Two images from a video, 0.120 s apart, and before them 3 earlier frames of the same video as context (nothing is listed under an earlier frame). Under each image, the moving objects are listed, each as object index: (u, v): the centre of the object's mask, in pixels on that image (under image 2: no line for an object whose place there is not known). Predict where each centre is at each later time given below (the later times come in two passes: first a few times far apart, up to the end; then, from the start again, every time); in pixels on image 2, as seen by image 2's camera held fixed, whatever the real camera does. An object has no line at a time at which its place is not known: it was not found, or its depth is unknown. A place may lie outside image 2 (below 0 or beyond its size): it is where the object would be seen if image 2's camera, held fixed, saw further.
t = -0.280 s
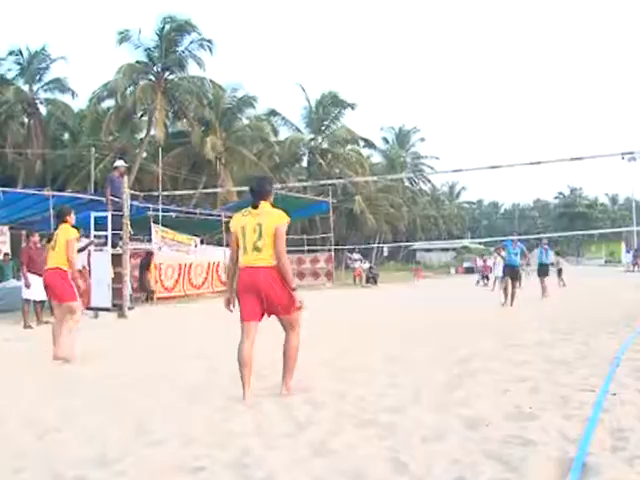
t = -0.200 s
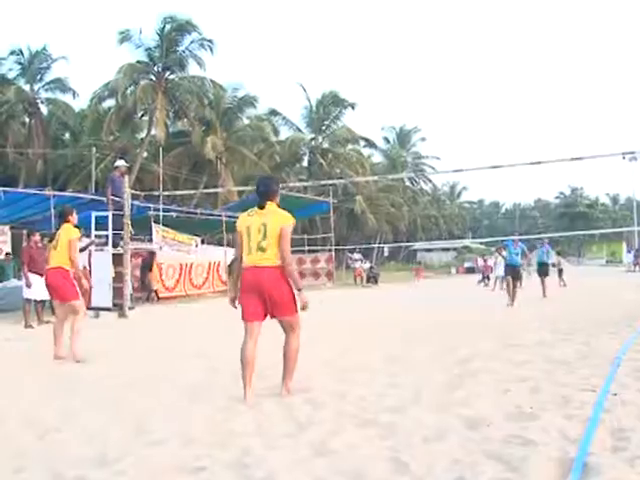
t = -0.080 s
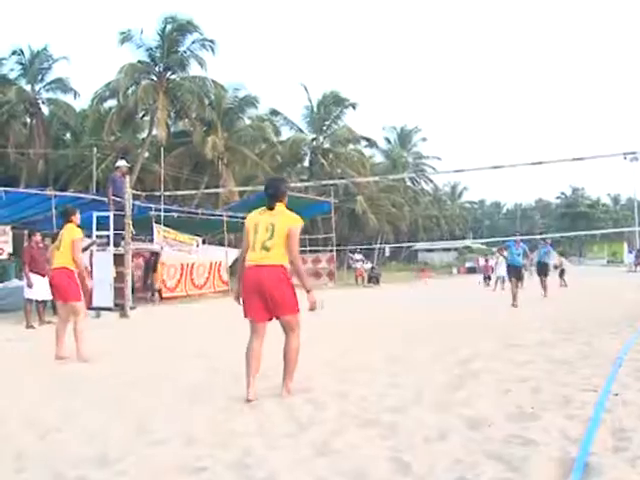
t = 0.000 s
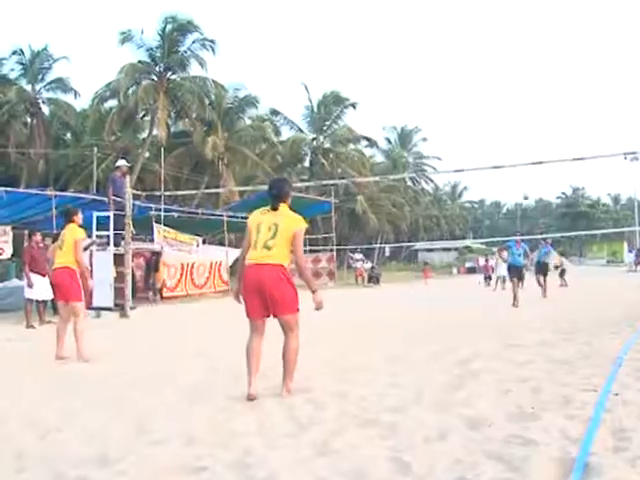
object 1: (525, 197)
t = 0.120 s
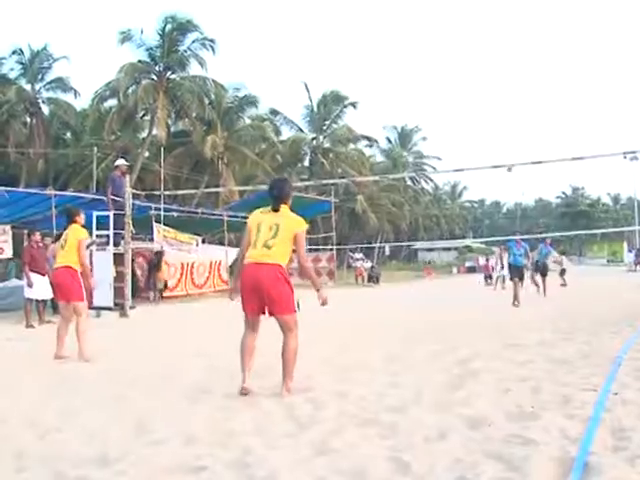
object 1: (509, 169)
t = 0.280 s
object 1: (482, 132)
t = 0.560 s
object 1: (417, 88)
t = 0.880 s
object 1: (308, 82)
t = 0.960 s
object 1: (273, 95)
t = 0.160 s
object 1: (503, 159)
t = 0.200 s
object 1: (496, 149)
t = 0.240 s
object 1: (489, 141)
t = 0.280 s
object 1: (482, 132)
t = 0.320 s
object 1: (474, 125)
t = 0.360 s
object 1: (465, 117)
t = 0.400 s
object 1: (457, 111)
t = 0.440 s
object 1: (448, 104)
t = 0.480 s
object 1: (438, 98)
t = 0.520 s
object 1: (428, 92)
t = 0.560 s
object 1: (417, 88)
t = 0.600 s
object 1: (406, 83)
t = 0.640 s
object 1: (394, 79)
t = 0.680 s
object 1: (381, 77)
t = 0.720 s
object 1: (368, 75)
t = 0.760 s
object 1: (355, 75)
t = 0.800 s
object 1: (340, 76)
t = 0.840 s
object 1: (325, 78)
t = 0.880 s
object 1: (308, 82)
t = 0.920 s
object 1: (291, 88)
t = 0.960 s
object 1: (273, 95)
